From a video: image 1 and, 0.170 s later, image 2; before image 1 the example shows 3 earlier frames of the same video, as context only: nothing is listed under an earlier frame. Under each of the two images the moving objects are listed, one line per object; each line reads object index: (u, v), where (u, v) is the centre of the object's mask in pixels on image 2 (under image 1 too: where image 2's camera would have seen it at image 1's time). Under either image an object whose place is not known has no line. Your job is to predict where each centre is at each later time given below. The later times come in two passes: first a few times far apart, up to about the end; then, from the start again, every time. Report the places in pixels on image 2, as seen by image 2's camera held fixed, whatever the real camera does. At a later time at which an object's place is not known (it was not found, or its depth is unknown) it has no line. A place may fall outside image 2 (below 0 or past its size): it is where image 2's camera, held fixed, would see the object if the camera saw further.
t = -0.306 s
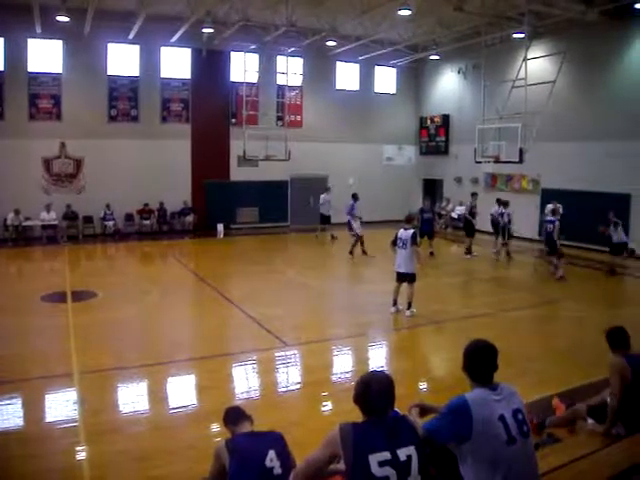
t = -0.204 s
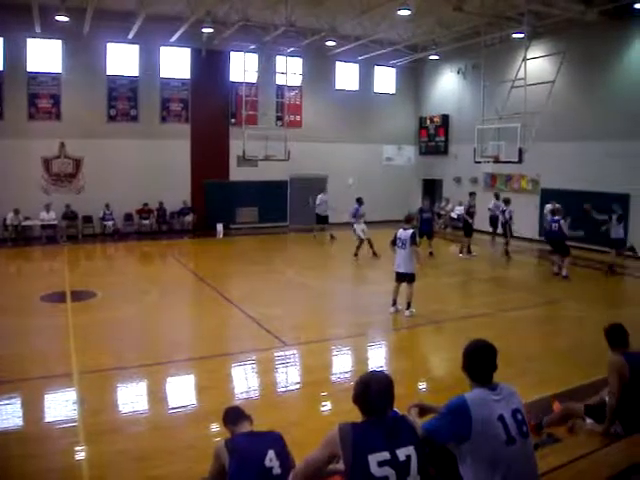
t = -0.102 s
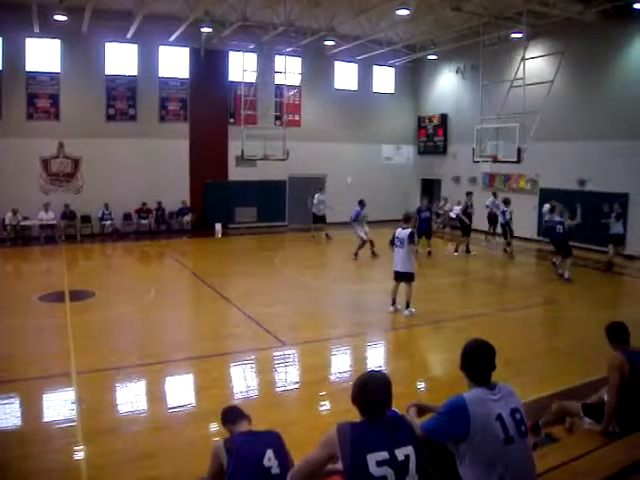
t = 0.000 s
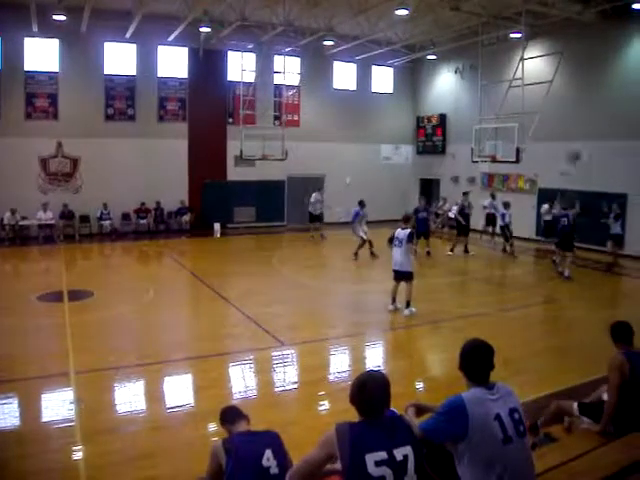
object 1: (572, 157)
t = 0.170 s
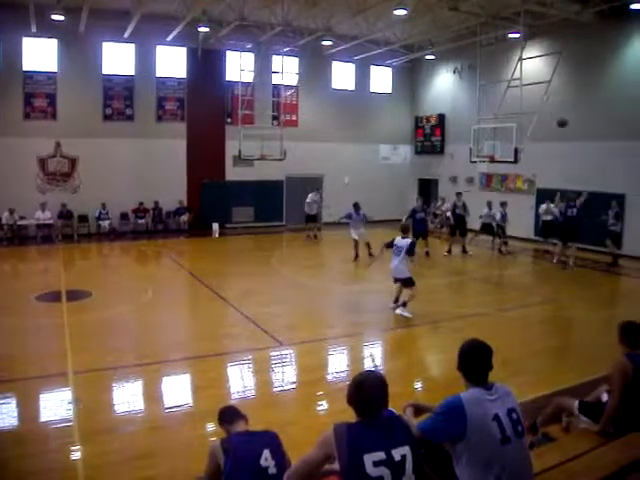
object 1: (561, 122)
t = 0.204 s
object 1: (559, 118)
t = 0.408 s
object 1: (543, 90)
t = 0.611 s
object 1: (522, 78)
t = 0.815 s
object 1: (495, 86)
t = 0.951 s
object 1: (475, 107)
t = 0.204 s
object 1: (559, 118)
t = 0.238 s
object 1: (557, 114)
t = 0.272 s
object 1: (554, 107)
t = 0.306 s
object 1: (552, 103)
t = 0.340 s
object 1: (549, 98)
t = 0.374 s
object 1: (546, 94)
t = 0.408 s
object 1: (543, 90)
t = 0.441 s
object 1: (539, 87)
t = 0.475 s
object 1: (536, 84)
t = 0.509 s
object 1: (533, 82)
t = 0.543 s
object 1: (529, 80)
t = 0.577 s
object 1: (525, 79)
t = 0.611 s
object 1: (522, 78)
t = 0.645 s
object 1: (518, 78)
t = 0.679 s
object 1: (513, 78)
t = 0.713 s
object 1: (510, 79)
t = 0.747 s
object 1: (505, 81)
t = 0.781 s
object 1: (500, 84)
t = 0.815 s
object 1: (495, 86)
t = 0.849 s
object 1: (490, 91)
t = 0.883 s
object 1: (486, 95)
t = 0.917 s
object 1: (480, 100)
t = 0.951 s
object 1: (475, 107)
